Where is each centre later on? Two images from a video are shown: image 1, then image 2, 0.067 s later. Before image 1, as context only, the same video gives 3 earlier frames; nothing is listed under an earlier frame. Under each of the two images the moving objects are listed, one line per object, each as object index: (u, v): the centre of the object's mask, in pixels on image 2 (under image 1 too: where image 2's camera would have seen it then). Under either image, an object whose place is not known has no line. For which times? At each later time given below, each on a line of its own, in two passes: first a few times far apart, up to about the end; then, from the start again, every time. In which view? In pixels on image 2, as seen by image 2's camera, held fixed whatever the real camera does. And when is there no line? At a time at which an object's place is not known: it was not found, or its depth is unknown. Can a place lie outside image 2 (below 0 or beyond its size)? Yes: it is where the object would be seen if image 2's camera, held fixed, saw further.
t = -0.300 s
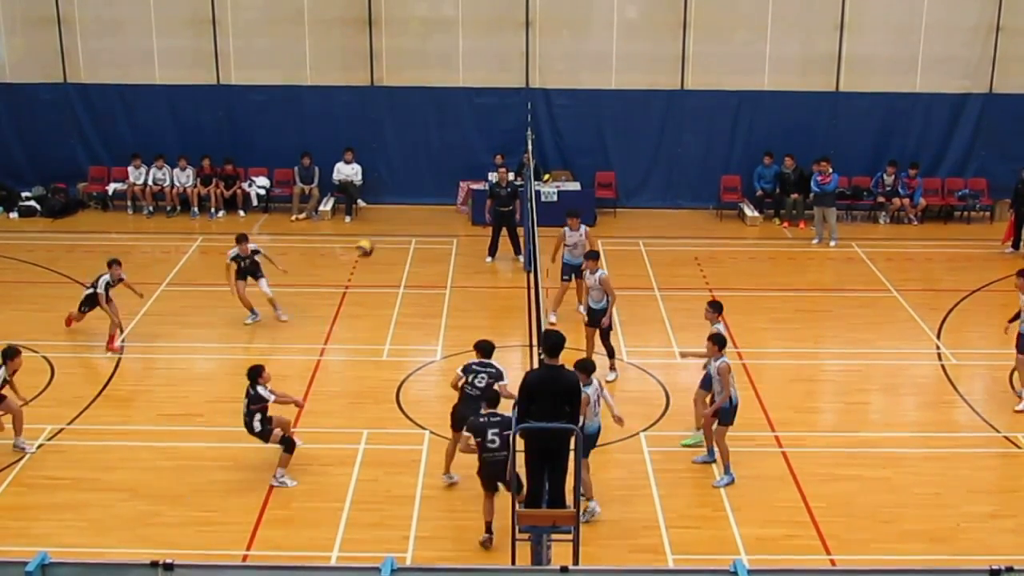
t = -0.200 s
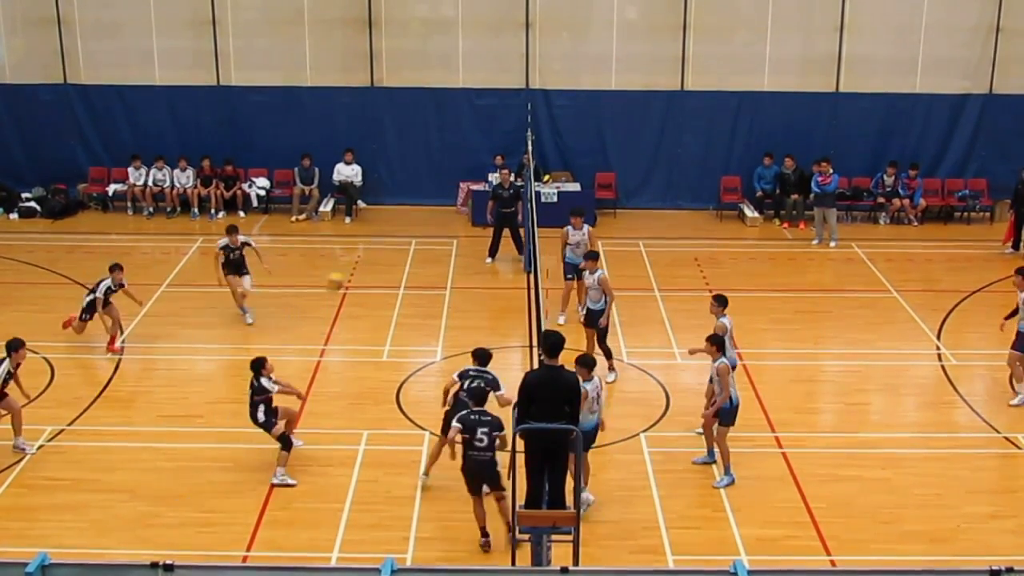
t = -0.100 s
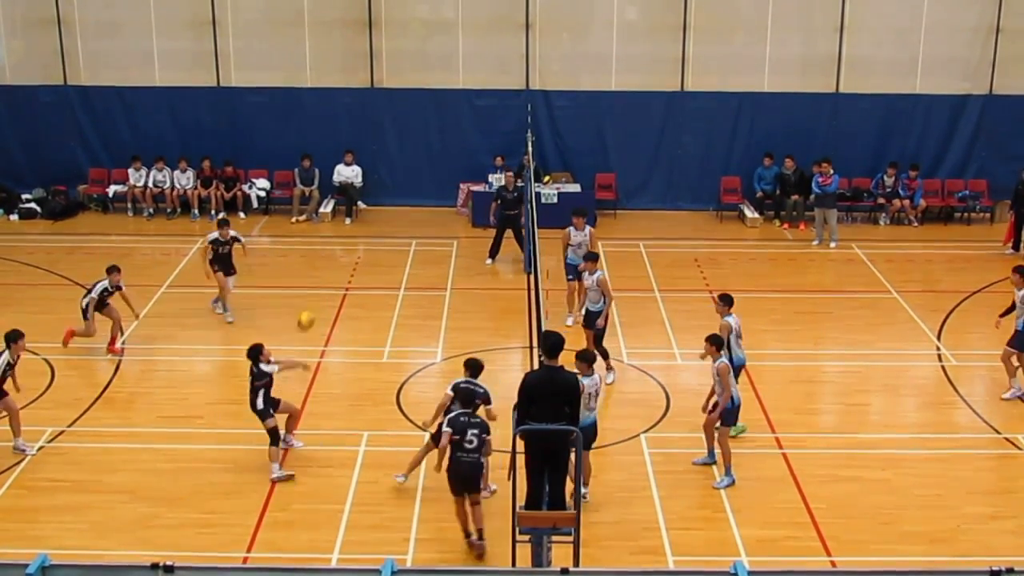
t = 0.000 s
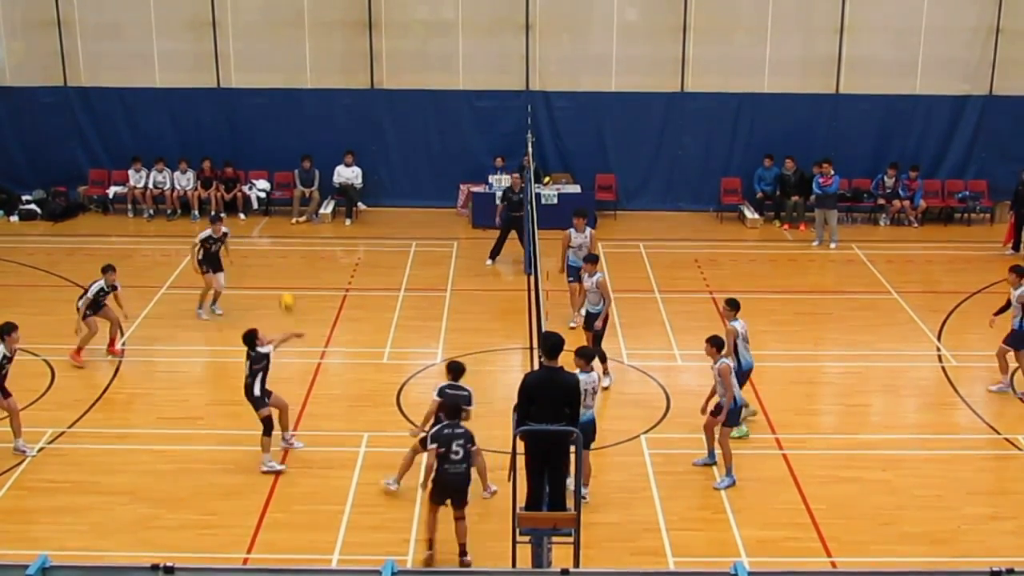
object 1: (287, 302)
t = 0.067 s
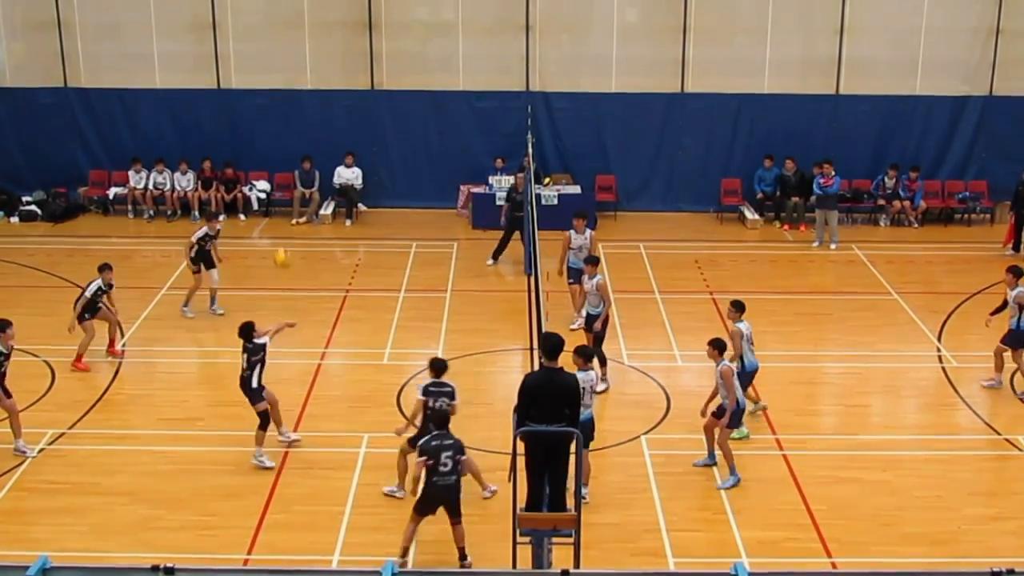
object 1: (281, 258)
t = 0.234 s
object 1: (269, 164)
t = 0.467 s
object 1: (254, 71)
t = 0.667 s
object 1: (243, 31)
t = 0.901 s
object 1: (231, 27)
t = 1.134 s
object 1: (223, 64)
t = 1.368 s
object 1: (218, 140)
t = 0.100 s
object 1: (279, 236)
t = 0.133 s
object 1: (277, 215)
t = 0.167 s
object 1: (275, 199)
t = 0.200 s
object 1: (273, 181)
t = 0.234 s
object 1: (269, 164)
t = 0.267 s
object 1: (268, 148)
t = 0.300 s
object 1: (266, 133)
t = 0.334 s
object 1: (264, 119)
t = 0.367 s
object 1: (261, 105)
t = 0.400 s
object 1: (259, 94)
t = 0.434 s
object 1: (257, 83)
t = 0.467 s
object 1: (254, 71)
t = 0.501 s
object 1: (253, 62)
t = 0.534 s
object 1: (251, 54)
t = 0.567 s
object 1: (248, 47)
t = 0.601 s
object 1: (246, 40)
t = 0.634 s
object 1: (244, 35)
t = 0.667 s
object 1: (243, 31)
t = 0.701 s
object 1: (241, 28)
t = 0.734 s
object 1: (239, 26)
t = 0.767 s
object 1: (237, 24)
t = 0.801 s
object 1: (236, 23)
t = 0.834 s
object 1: (234, 24)
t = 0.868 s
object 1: (232, 25)
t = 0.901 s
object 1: (231, 27)
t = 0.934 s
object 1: (230, 30)
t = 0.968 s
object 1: (228, 33)
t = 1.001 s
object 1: (227, 38)
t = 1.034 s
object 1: (226, 43)
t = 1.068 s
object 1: (225, 50)
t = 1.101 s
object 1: (224, 56)
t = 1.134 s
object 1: (223, 64)
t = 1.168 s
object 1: (222, 72)
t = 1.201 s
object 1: (221, 83)
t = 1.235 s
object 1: (220, 92)
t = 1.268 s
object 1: (219, 103)
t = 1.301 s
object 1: (219, 115)
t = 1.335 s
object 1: (218, 127)
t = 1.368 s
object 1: (218, 140)
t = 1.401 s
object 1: (218, 152)
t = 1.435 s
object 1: (217, 166)
